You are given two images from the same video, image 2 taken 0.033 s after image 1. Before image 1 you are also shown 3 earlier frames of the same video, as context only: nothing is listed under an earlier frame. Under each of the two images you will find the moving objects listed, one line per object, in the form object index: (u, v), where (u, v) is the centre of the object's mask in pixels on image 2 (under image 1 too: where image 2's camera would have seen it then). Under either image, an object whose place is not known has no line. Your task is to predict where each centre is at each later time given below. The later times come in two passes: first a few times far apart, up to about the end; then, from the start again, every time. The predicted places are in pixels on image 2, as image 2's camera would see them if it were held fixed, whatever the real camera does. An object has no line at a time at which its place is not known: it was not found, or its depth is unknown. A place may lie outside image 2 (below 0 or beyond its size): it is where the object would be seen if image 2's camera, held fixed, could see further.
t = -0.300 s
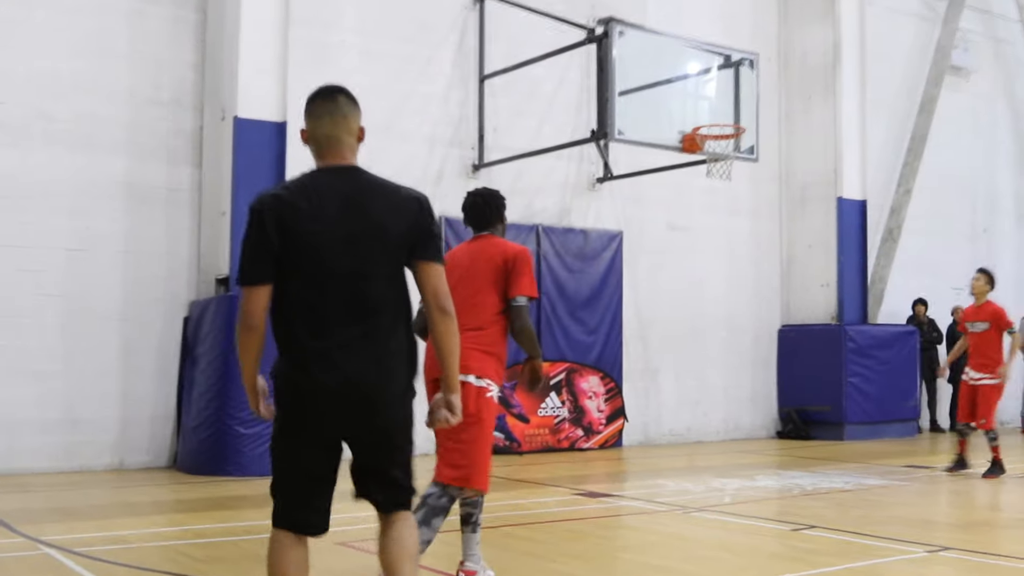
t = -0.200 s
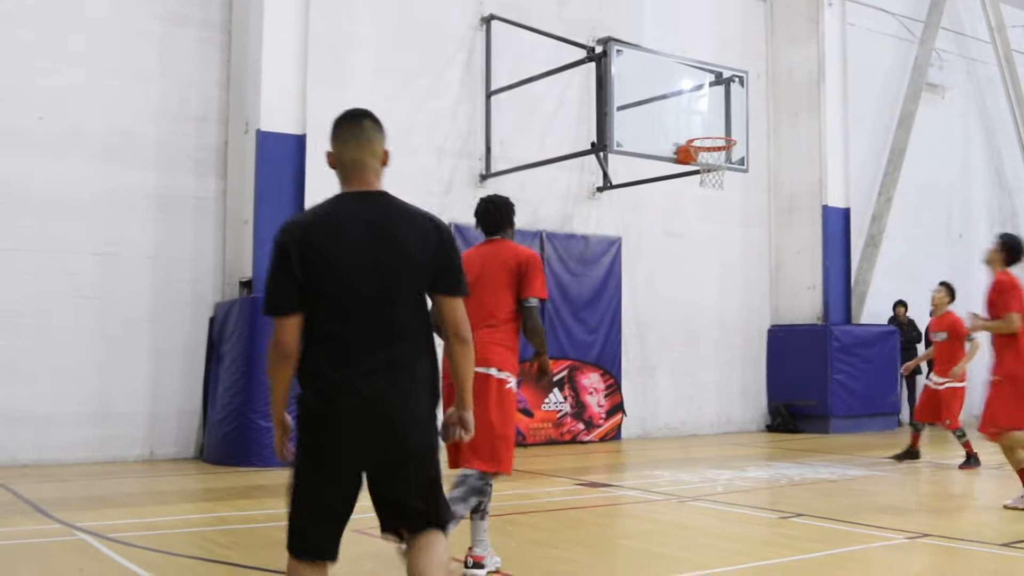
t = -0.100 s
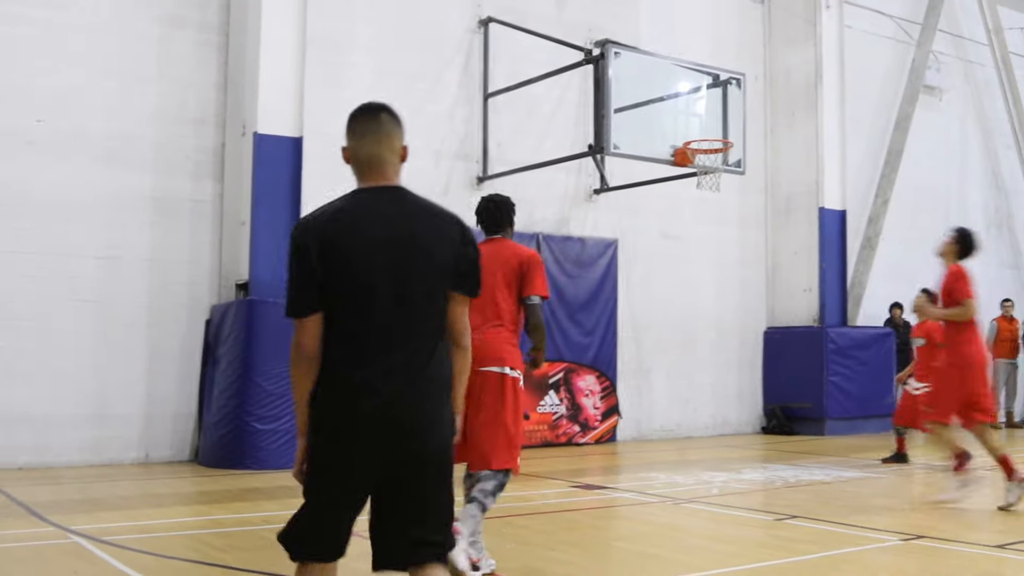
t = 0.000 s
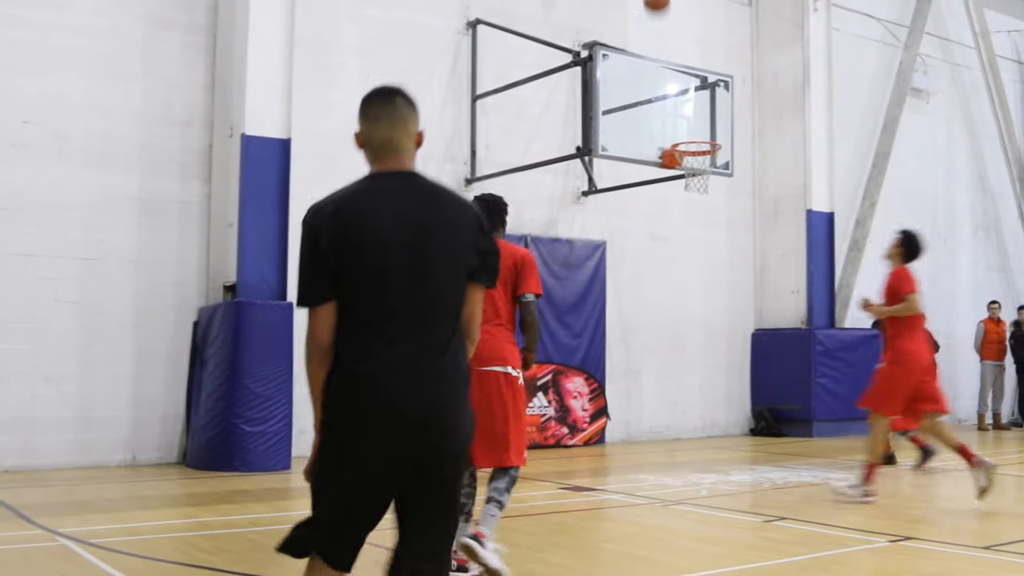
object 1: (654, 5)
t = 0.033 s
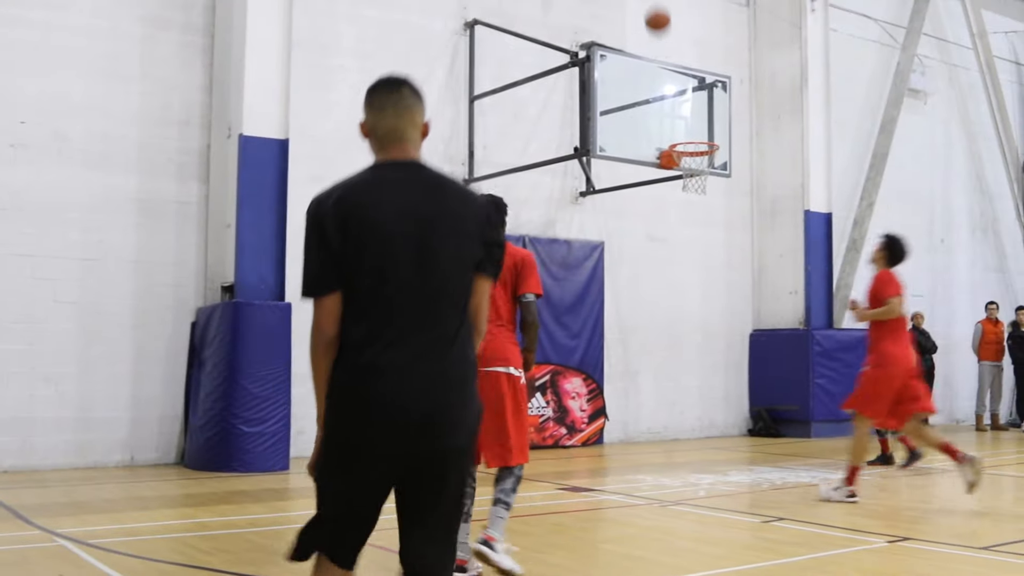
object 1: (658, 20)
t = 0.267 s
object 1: (694, 128)
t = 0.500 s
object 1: (787, 93)
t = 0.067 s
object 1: (661, 39)
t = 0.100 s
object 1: (664, 59)
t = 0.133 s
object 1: (667, 80)
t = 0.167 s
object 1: (670, 102)
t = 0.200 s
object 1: (674, 122)
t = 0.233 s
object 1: (679, 135)
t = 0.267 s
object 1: (694, 128)
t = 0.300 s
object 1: (707, 119)
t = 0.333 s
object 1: (721, 112)
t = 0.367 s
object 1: (734, 107)
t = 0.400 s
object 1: (747, 102)
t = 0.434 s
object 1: (760, 98)
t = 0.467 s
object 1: (773, 95)
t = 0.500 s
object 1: (787, 93)
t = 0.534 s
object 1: (800, 92)
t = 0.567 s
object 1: (814, 93)
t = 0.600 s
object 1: (827, 95)
